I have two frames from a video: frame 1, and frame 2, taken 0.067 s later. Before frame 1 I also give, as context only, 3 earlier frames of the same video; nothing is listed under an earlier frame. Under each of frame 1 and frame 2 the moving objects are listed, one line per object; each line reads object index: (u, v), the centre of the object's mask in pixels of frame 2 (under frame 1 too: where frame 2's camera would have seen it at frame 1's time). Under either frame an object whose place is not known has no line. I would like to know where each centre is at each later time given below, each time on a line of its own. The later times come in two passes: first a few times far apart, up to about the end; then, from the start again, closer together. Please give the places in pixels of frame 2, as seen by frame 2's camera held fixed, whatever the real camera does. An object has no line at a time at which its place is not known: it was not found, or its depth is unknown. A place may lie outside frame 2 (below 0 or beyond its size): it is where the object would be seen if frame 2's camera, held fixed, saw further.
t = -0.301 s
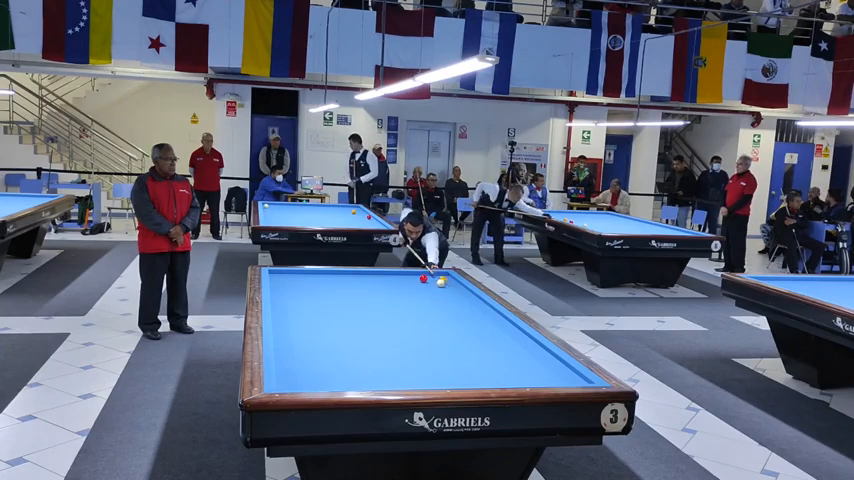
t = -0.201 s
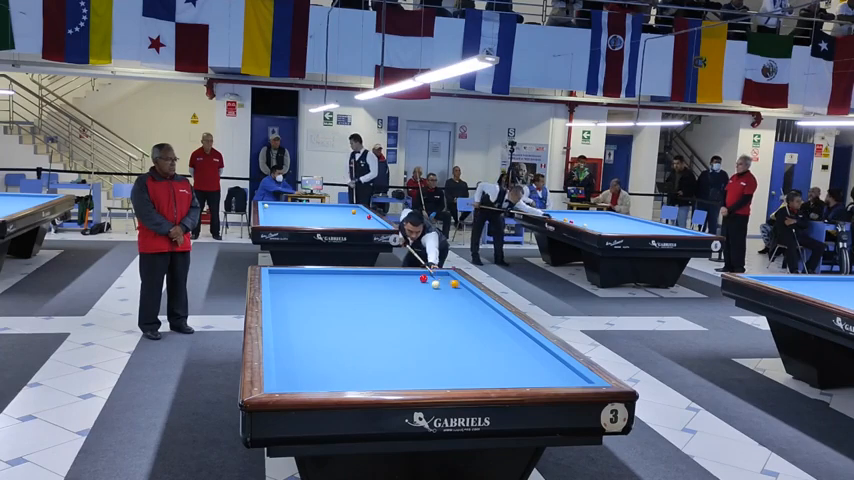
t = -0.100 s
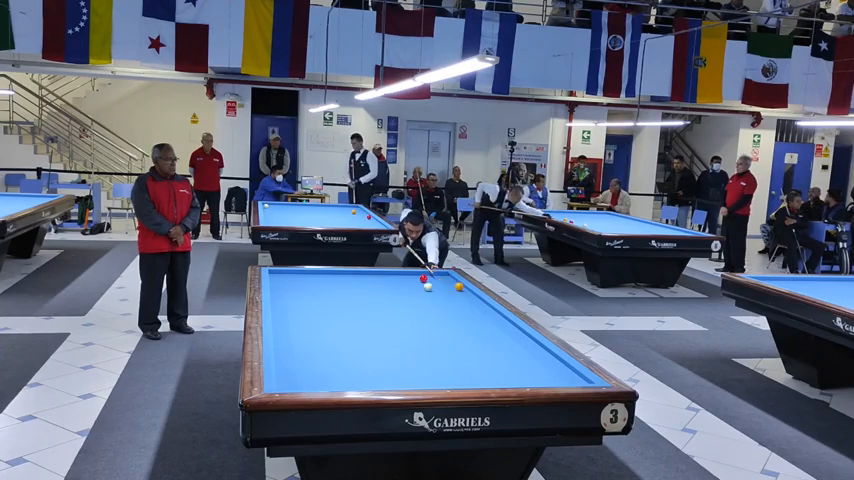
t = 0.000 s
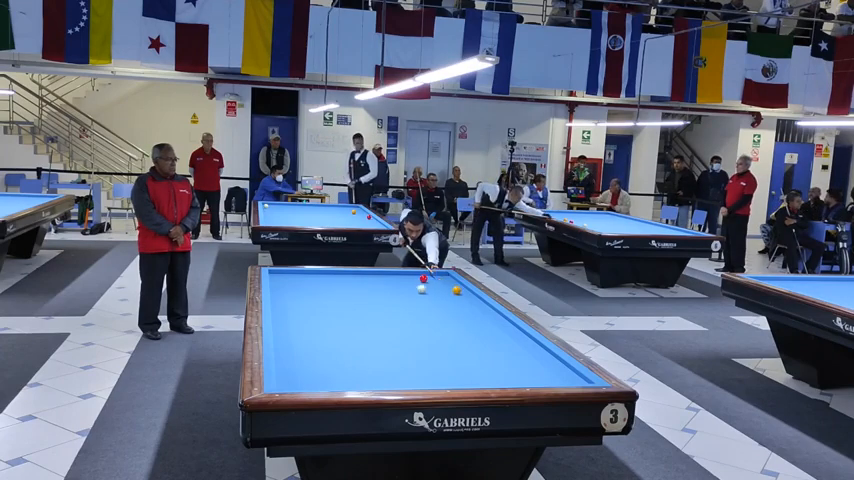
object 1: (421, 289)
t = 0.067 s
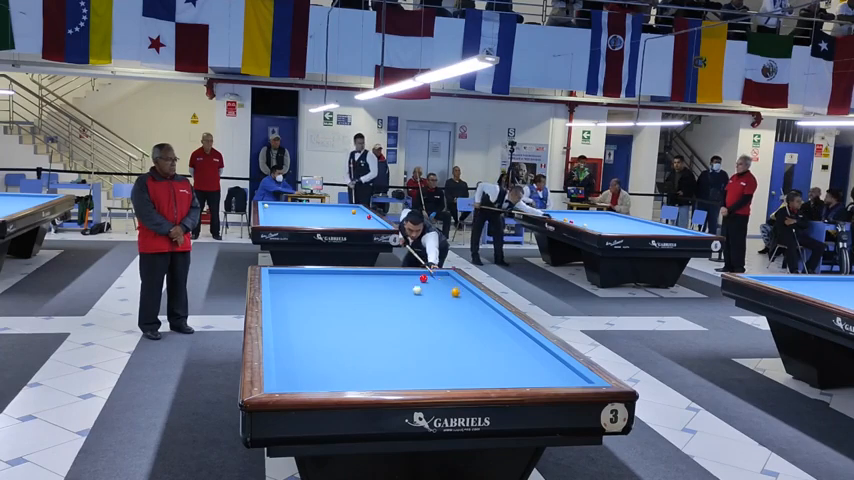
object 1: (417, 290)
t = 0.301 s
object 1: (401, 295)
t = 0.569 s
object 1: (382, 301)
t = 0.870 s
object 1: (356, 309)
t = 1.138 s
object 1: (333, 316)
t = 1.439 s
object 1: (306, 324)
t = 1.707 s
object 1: (280, 332)
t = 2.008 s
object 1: (295, 339)
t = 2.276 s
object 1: (310, 345)
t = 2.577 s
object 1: (329, 353)
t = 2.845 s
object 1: (346, 360)
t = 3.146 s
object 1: (365, 368)
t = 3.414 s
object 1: (383, 375)
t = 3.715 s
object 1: (404, 382)
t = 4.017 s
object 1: (419, 382)
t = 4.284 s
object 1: (429, 379)
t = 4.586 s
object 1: (440, 374)
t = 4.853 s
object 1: (448, 370)
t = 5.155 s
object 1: (457, 367)
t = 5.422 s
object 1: (464, 363)
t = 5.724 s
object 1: (471, 360)
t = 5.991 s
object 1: (478, 358)
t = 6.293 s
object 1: (484, 355)
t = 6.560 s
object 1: (489, 353)
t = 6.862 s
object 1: (494, 350)
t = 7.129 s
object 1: (498, 348)
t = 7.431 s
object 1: (503, 346)
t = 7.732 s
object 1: (506, 344)
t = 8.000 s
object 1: (509, 343)
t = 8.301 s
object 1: (512, 342)
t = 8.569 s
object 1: (514, 341)
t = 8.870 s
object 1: (516, 340)
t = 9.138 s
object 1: (519, 339)
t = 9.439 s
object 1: (520, 338)
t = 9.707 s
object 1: (521, 338)
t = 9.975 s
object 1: (522, 338)
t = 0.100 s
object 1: (414, 291)
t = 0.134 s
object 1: (412, 291)
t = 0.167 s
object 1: (410, 292)
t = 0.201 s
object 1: (408, 293)
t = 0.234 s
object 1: (406, 294)
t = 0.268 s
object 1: (404, 294)
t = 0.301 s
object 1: (401, 295)
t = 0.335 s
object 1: (399, 296)
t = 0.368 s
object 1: (396, 296)
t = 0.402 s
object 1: (394, 297)
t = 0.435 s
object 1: (392, 298)
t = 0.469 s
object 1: (389, 299)
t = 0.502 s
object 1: (387, 299)
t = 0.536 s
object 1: (384, 300)
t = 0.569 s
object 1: (382, 301)
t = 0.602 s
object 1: (379, 302)
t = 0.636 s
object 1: (377, 302)
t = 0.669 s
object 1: (374, 303)
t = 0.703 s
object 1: (372, 304)
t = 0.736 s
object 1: (369, 305)
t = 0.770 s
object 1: (367, 306)
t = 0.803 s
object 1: (364, 306)
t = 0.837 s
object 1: (359, 308)
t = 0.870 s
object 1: (356, 309)
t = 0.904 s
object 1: (353, 310)
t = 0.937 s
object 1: (351, 311)
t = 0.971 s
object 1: (348, 311)
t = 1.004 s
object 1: (345, 312)
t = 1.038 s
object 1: (342, 313)
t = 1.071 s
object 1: (339, 314)
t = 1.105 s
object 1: (336, 315)
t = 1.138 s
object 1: (333, 316)
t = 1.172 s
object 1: (331, 317)
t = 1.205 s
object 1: (328, 317)
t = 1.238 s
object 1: (324, 318)
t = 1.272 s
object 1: (322, 319)
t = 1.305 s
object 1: (319, 320)
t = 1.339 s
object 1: (316, 321)
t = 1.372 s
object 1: (312, 322)
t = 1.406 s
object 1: (309, 323)
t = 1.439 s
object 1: (306, 324)
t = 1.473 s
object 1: (303, 325)
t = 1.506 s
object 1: (299, 326)
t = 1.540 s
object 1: (297, 327)
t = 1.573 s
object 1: (293, 328)
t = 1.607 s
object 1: (290, 329)
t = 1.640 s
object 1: (287, 330)
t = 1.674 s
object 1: (284, 331)
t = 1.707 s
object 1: (280, 332)
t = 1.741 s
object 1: (278, 333)
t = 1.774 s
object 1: (281, 334)
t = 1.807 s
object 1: (283, 334)
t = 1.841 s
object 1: (285, 335)
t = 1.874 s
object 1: (287, 336)
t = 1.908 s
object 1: (289, 337)
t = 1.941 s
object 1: (291, 338)
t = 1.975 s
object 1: (293, 338)
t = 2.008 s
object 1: (295, 339)
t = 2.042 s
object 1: (297, 340)
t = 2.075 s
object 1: (299, 341)
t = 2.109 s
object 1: (301, 342)
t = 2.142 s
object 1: (303, 342)
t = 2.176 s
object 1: (305, 343)
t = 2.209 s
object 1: (307, 344)
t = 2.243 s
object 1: (308, 344)
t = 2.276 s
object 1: (310, 345)
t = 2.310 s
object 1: (313, 346)
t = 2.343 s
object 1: (315, 347)
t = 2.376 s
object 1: (317, 348)
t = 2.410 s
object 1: (319, 349)
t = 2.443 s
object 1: (321, 350)
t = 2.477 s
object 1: (323, 350)
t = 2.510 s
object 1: (325, 351)
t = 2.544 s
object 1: (327, 352)
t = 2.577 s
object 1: (329, 353)
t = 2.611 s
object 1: (331, 354)
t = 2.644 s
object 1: (333, 355)
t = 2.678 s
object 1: (335, 356)
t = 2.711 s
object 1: (337, 356)
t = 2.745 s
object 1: (339, 357)
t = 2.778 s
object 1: (342, 358)
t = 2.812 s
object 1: (343, 359)
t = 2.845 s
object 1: (346, 360)
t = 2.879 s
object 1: (348, 361)
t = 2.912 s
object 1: (350, 362)
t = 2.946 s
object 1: (352, 363)
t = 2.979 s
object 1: (355, 364)
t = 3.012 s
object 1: (356, 364)
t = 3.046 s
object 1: (358, 365)
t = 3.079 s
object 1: (361, 366)
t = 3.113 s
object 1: (363, 367)
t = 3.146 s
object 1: (365, 368)
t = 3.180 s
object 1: (368, 369)
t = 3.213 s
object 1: (369, 370)
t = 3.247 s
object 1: (372, 371)
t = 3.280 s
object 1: (374, 372)
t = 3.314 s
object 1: (376, 372)
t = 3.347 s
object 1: (378, 374)
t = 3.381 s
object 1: (381, 375)
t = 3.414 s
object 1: (383, 375)
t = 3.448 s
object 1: (385, 376)
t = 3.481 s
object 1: (387, 377)
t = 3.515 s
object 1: (390, 378)
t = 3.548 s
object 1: (392, 379)
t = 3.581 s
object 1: (394, 380)
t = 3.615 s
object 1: (396, 380)
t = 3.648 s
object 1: (399, 380)
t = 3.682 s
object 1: (401, 381)
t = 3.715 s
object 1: (404, 382)
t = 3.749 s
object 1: (406, 382)
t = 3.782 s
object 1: (408, 383)
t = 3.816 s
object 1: (410, 383)
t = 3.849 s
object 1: (412, 382)
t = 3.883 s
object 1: (414, 383)
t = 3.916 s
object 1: (415, 382)
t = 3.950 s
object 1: (416, 382)
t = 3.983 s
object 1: (417, 382)
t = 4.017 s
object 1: (419, 382)
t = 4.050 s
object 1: (420, 381)
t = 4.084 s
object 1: (421, 381)
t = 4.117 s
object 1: (423, 380)
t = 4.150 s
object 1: (424, 380)
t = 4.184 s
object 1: (425, 380)
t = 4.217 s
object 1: (427, 379)
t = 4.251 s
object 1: (428, 379)
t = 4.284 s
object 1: (429, 379)
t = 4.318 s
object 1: (430, 378)
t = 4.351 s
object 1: (432, 378)
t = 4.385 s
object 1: (433, 377)
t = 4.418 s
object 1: (434, 376)
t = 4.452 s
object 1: (435, 376)
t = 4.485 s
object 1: (436, 375)
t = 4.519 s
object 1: (438, 375)
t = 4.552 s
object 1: (439, 375)
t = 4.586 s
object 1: (440, 374)
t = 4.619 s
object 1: (441, 374)
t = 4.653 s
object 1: (442, 373)
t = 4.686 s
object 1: (443, 373)
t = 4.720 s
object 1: (444, 372)
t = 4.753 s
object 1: (445, 372)
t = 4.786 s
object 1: (446, 371)
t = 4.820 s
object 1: (447, 371)
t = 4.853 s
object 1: (448, 370)
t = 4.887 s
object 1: (449, 370)
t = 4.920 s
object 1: (450, 370)
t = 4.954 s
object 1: (451, 369)
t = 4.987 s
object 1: (452, 369)
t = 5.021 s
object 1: (453, 368)
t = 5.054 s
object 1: (454, 368)
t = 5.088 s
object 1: (455, 367)
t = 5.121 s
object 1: (456, 367)
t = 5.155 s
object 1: (457, 367)
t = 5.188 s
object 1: (458, 366)
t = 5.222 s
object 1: (459, 366)
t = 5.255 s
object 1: (460, 365)
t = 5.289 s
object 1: (461, 365)
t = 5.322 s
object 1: (461, 364)
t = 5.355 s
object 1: (462, 364)
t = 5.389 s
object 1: (463, 364)
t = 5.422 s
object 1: (464, 363)
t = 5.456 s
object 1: (465, 363)
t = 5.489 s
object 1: (466, 363)
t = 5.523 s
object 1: (467, 362)
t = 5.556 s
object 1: (467, 362)
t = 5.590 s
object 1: (468, 362)
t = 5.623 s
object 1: (469, 361)
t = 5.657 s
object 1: (470, 361)
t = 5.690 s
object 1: (471, 360)
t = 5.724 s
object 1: (471, 360)
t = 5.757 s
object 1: (472, 360)
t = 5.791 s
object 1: (473, 360)
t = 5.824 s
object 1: (474, 359)
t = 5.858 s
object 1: (475, 359)
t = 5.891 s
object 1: (475, 358)
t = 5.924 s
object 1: (476, 358)
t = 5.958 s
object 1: (477, 358)
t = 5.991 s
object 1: (478, 358)
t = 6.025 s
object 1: (478, 357)
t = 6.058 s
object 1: (479, 357)
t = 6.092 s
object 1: (479, 357)
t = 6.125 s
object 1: (480, 356)
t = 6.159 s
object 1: (481, 356)
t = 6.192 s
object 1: (482, 356)
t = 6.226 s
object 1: (482, 355)
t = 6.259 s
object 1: (483, 355)
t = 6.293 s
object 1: (484, 355)
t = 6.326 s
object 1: (484, 355)
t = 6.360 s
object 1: (485, 354)
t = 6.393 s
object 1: (485, 354)
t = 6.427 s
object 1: (486, 353)
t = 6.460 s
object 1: (487, 353)
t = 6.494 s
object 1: (487, 353)
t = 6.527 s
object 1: (488, 353)
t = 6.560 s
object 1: (489, 353)
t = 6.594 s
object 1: (489, 352)
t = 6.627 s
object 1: (489, 352)
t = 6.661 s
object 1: (490, 352)
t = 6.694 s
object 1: (491, 351)
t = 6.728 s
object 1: (491, 351)
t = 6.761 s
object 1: (492, 351)
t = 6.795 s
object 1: (493, 351)
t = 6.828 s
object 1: (493, 350)
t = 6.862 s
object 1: (494, 350)
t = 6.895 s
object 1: (494, 350)
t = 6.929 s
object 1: (495, 350)
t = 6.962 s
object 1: (496, 349)
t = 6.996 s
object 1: (496, 349)
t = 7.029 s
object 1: (496, 349)
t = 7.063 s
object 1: (497, 349)
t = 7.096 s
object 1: (497, 348)
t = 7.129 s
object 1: (498, 348)
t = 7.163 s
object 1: (498, 348)
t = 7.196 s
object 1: (499, 348)
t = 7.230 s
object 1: (499, 348)
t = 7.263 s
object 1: (500, 347)
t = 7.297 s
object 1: (501, 347)
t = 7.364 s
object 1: (502, 347)
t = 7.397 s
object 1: (502, 346)
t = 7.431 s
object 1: (503, 346)
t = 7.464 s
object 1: (503, 346)
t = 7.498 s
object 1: (504, 346)
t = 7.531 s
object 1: (504, 345)
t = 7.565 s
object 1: (504, 345)
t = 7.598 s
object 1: (505, 345)
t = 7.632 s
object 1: (505, 345)
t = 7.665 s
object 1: (506, 345)
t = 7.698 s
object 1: (506, 344)
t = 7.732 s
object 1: (506, 344)
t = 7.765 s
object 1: (506, 344)
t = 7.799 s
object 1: (507, 344)
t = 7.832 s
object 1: (507, 344)
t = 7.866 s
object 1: (508, 344)
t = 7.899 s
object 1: (508, 343)
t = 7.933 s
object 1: (508, 343)
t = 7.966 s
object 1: (509, 343)
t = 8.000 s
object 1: (509, 343)
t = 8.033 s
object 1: (509, 343)
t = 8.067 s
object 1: (509, 343)
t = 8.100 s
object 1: (510, 343)
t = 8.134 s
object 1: (510, 342)
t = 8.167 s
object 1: (511, 342)
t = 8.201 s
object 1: (511, 342)
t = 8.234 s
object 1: (511, 342)
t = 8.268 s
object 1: (512, 342)
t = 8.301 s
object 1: (512, 342)
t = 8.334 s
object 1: (512, 342)
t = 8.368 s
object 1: (513, 341)
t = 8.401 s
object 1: (513, 341)
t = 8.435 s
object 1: (513, 341)
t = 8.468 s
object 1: (514, 341)
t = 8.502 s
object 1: (514, 341)
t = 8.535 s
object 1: (514, 341)
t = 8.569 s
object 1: (514, 341)
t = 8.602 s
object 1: (515, 341)
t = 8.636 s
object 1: (515, 341)
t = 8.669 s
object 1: (515, 340)
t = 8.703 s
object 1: (515, 340)
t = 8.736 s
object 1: (516, 340)
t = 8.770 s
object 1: (516, 340)
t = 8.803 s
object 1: (516, 340)
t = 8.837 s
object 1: (516, 340)
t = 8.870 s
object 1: (516, 340)
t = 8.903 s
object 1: (517, 340)
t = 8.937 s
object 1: (517, 340)
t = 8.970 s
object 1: (517, 340)
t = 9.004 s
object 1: (518, 340)
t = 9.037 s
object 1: (518, 340)
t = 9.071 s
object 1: (518, 339)
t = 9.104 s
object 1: (518, 339)
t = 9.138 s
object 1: (519, 339)
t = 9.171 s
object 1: (519, 339)
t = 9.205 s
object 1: (519, 339)
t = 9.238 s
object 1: (519, 339)
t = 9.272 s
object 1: (519, 339)
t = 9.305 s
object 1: (519, 339)
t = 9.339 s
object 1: (520, 339)
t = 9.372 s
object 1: (520, 338)
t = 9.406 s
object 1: (520, 338)
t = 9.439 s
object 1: (520, 338)
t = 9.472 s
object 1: (520, 338)
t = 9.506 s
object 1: (520, 338)
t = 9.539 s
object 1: (521, 338)
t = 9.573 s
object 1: (521, 338)
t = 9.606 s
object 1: (521, 338)
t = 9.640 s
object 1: (521, 338)
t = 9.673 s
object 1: (521, 338)
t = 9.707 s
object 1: (521, 338)
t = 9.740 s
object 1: (522, 338)
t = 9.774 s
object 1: (522, 338)
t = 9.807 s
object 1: (522, 338)
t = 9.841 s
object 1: (522, 338)
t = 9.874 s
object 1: (522, 338)
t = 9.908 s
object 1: (522, 338)
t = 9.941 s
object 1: (522, 338)
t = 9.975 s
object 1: (522, 338)
